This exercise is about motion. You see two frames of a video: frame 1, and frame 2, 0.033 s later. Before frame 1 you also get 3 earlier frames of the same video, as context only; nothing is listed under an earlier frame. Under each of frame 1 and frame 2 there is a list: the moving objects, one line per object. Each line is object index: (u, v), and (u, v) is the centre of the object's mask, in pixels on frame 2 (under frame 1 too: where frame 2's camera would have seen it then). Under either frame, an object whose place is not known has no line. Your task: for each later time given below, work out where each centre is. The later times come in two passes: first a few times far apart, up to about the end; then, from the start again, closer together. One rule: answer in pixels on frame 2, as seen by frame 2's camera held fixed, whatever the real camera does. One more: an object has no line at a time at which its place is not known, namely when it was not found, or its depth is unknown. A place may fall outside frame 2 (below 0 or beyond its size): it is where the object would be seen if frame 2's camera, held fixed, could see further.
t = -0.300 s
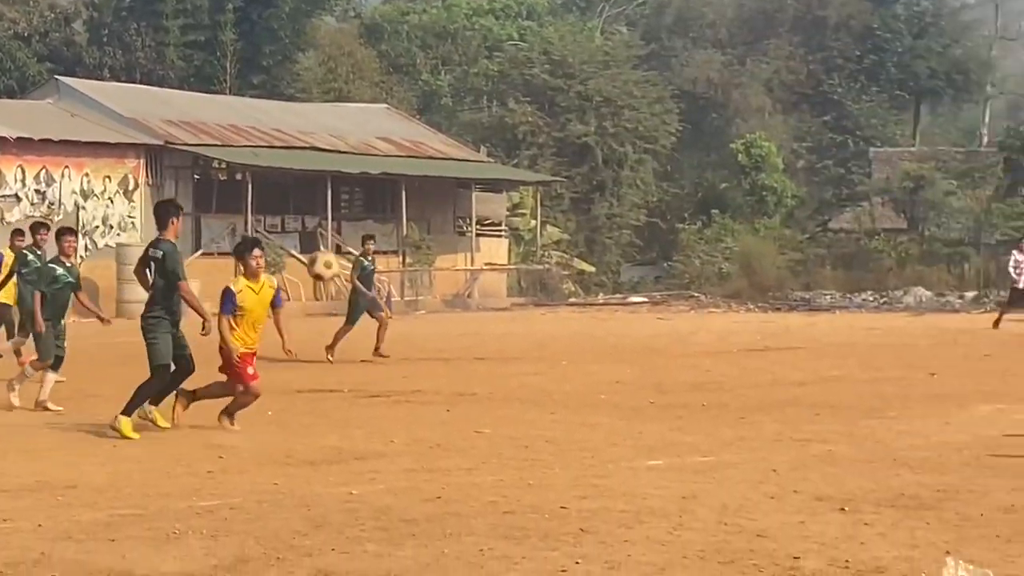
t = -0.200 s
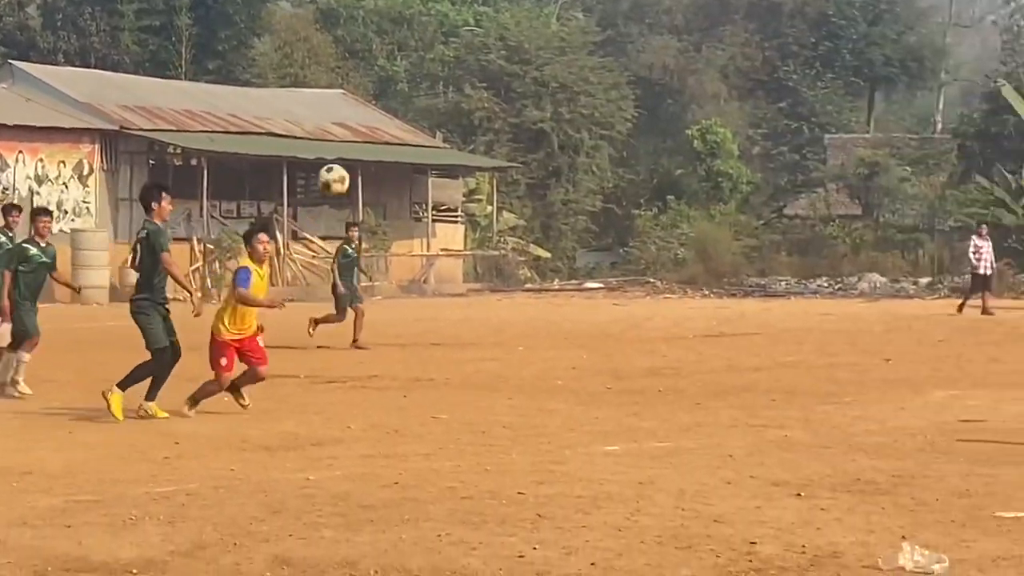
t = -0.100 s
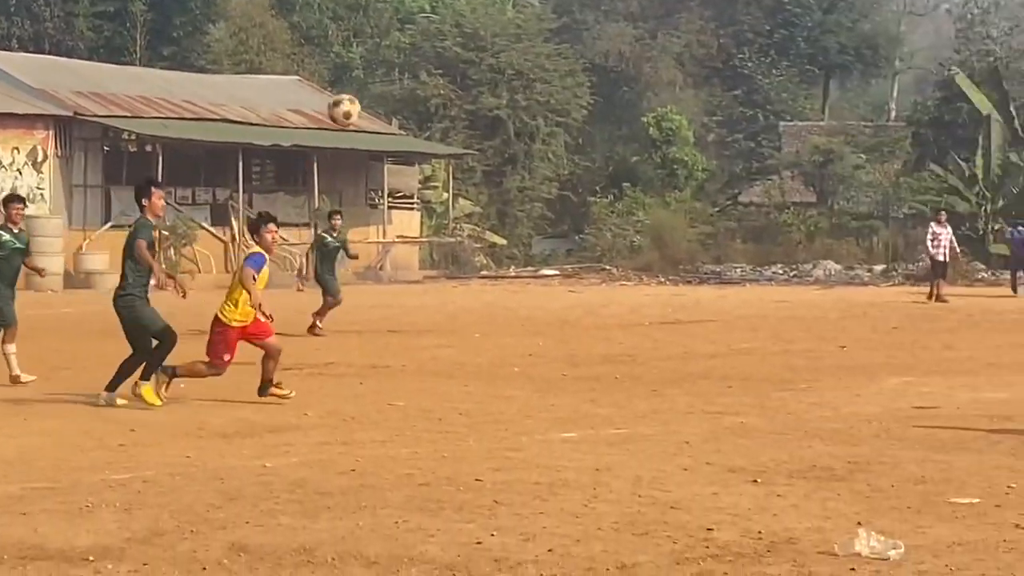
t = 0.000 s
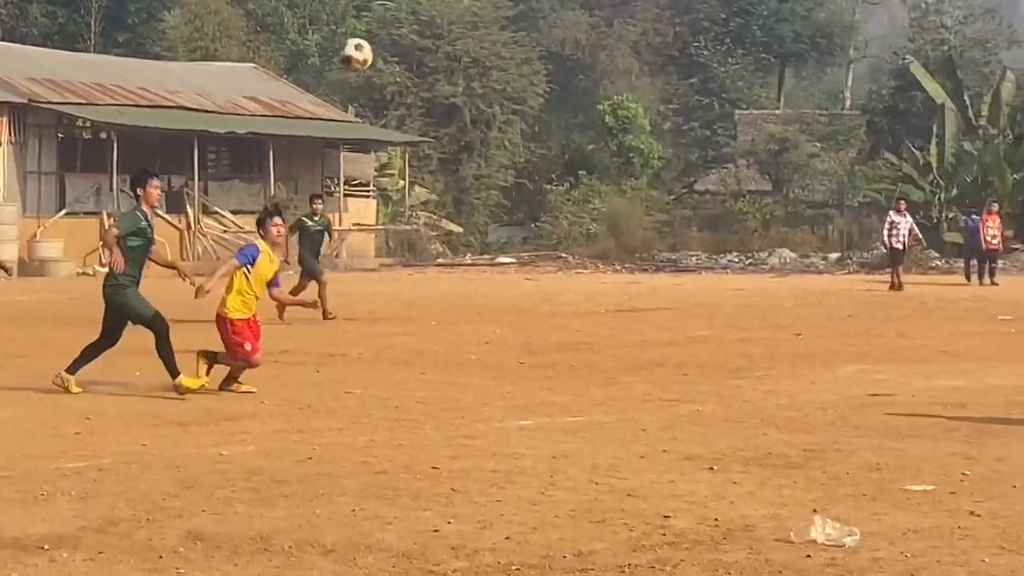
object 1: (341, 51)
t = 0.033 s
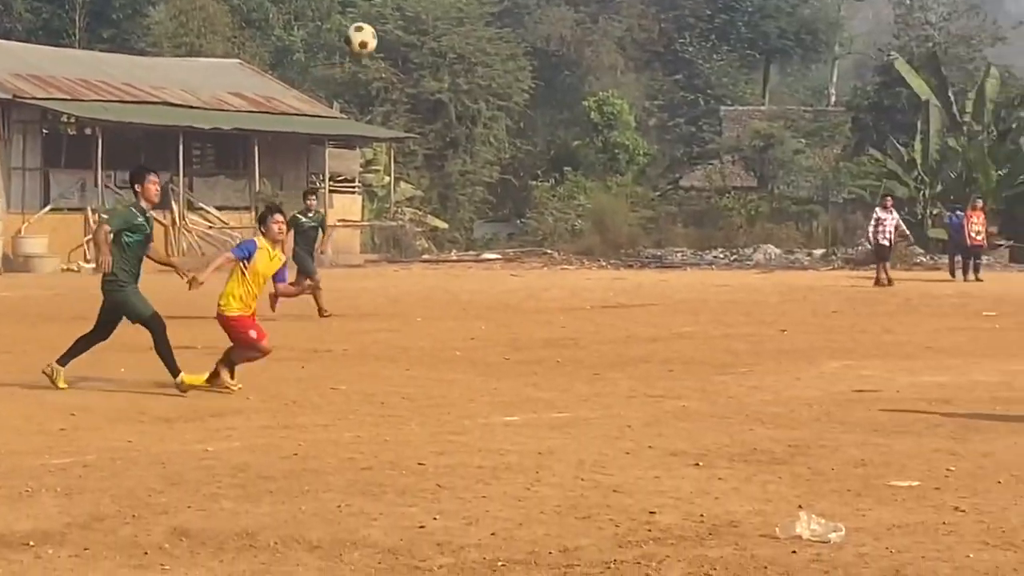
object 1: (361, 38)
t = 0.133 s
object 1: (417, 24)
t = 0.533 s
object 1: (644, 78)
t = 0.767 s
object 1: (776, 231)
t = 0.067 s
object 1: (380, 30)
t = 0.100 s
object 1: (398, 24)
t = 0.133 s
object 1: (417, 24)
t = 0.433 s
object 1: (586, 46)
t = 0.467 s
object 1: (606, 54)
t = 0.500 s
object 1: (625, 63)
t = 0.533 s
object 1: (644, 78)
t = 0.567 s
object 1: (663, 93)
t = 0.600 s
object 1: (682, 111)
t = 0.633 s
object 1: (702, 131)
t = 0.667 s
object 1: (720, 153)
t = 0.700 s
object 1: (739, 176)
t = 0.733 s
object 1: (757, 203)
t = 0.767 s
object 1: (776, 231)
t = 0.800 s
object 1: (794, 262)
